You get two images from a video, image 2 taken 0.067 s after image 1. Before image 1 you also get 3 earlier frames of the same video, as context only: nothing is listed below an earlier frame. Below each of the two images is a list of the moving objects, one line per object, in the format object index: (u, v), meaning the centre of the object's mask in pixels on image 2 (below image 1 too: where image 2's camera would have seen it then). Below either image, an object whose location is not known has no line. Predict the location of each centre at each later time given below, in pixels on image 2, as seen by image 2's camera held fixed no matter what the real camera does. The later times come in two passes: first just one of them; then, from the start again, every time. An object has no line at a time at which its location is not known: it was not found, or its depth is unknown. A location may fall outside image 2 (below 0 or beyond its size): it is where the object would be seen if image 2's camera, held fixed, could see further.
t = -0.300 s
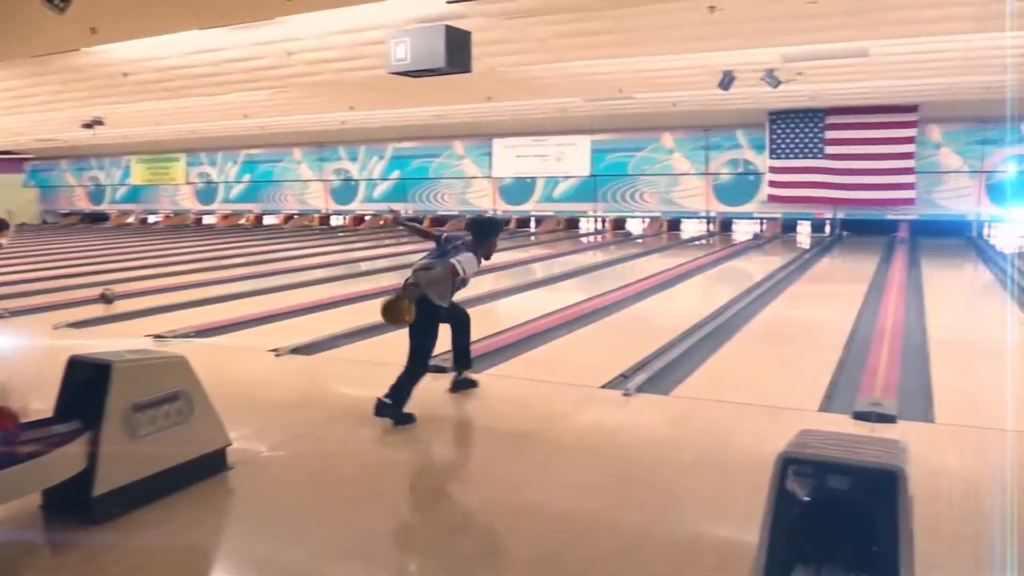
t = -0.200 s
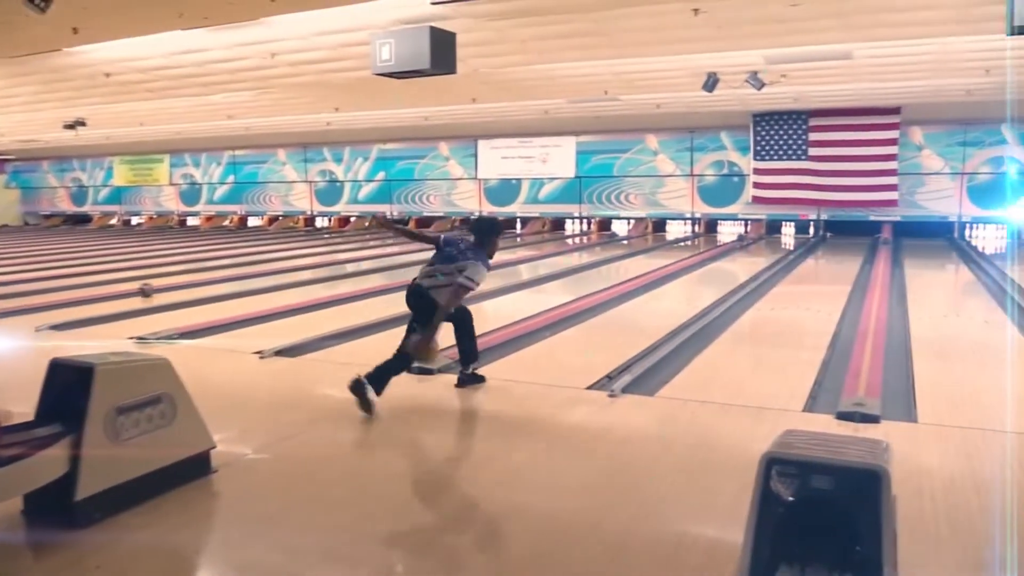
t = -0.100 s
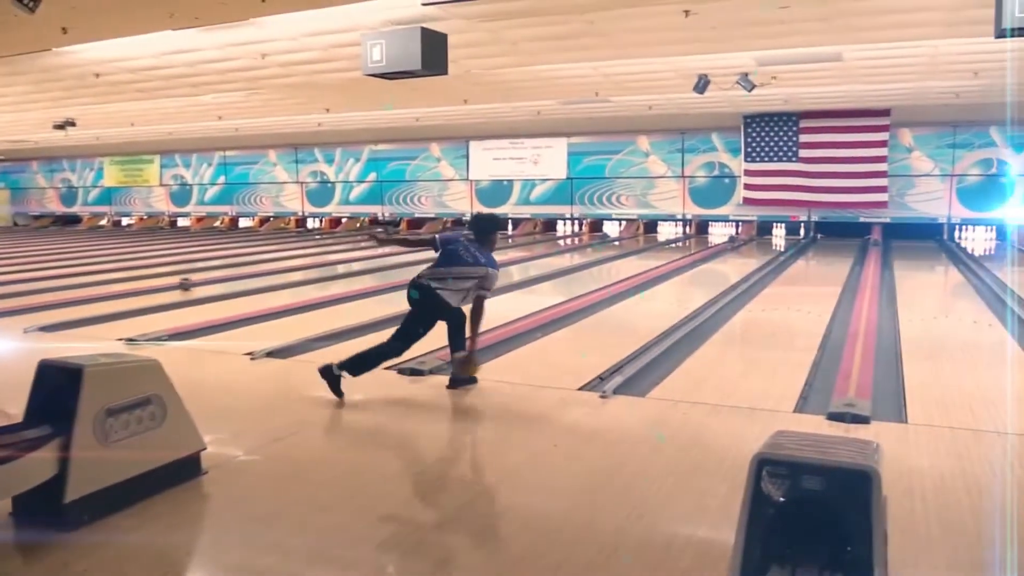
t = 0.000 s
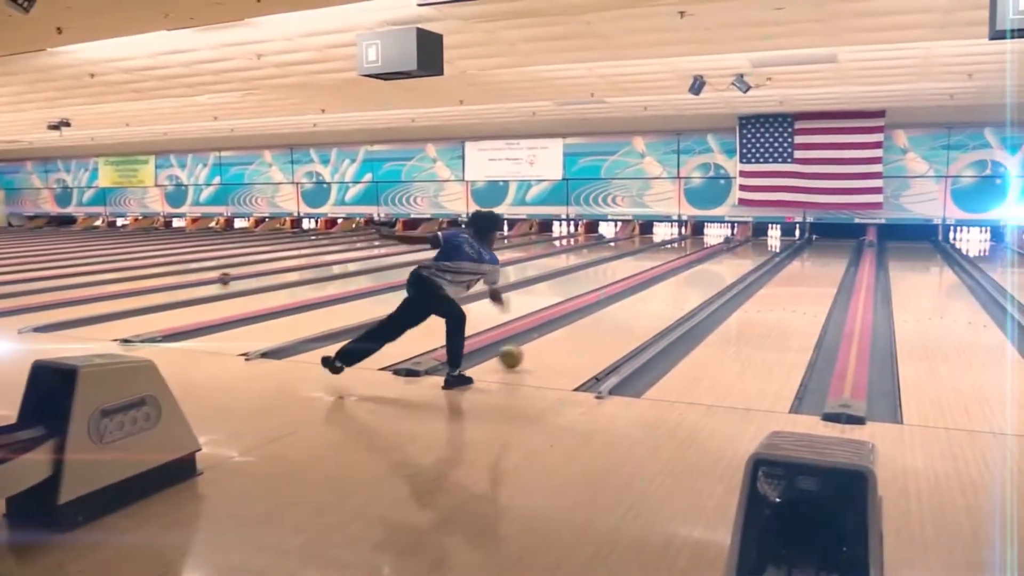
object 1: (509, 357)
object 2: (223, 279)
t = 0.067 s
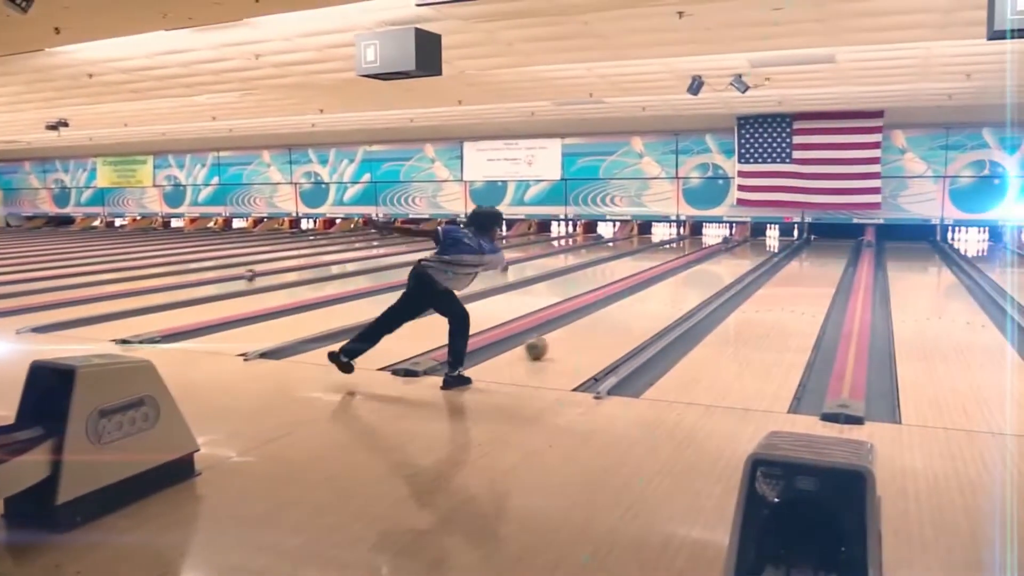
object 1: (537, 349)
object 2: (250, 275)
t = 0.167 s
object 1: (571, 334)
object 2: (286, 270)
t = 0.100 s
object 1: (549, 344)
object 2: (262, 274)
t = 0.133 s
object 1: (561, 339)
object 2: (274, 272)
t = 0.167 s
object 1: (571, 334)
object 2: (286, 270)
